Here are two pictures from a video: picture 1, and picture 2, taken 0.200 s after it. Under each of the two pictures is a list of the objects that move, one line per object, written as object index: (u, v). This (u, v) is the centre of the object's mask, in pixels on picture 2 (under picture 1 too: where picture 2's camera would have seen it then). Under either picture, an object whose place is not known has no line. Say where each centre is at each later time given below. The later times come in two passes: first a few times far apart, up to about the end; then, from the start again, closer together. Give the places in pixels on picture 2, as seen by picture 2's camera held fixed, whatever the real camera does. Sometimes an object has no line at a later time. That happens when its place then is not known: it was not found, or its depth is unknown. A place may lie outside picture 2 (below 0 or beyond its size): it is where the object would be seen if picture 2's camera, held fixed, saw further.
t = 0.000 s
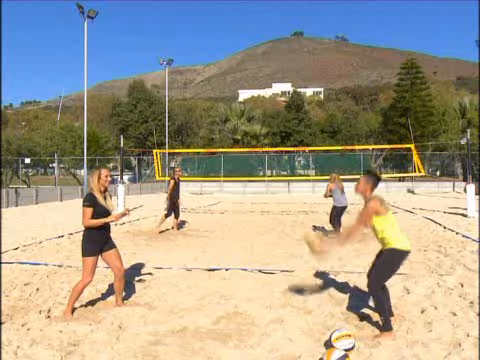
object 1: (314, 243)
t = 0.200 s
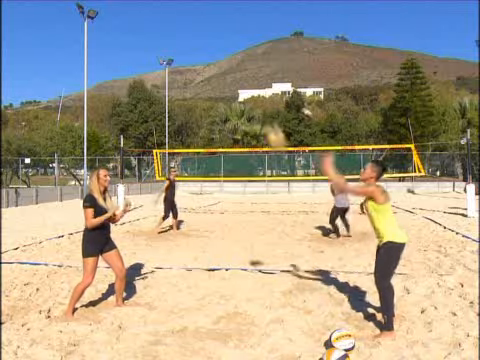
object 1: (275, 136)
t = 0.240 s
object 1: (267, 121)
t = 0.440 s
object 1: (227, 65)
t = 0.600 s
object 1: (198, 48)
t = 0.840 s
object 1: (155, 67)
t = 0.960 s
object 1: (134, 96)
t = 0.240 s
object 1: (267, 121)
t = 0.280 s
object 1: (260, 106)
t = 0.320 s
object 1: (251, 94)
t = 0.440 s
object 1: (227, 65)
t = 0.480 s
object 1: (220, 58)
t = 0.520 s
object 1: (213, 53)
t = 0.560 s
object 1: (205, 50)
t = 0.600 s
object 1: (198, 48)
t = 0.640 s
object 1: (191, 47)
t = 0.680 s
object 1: (184, 48)
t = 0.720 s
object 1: (177, 51)
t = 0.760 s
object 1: (170, 55)
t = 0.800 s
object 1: (163, 60)
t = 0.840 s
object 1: (155, 67)
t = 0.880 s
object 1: (148, 74)
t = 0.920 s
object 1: (140, 84)
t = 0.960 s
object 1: (134, 96)
